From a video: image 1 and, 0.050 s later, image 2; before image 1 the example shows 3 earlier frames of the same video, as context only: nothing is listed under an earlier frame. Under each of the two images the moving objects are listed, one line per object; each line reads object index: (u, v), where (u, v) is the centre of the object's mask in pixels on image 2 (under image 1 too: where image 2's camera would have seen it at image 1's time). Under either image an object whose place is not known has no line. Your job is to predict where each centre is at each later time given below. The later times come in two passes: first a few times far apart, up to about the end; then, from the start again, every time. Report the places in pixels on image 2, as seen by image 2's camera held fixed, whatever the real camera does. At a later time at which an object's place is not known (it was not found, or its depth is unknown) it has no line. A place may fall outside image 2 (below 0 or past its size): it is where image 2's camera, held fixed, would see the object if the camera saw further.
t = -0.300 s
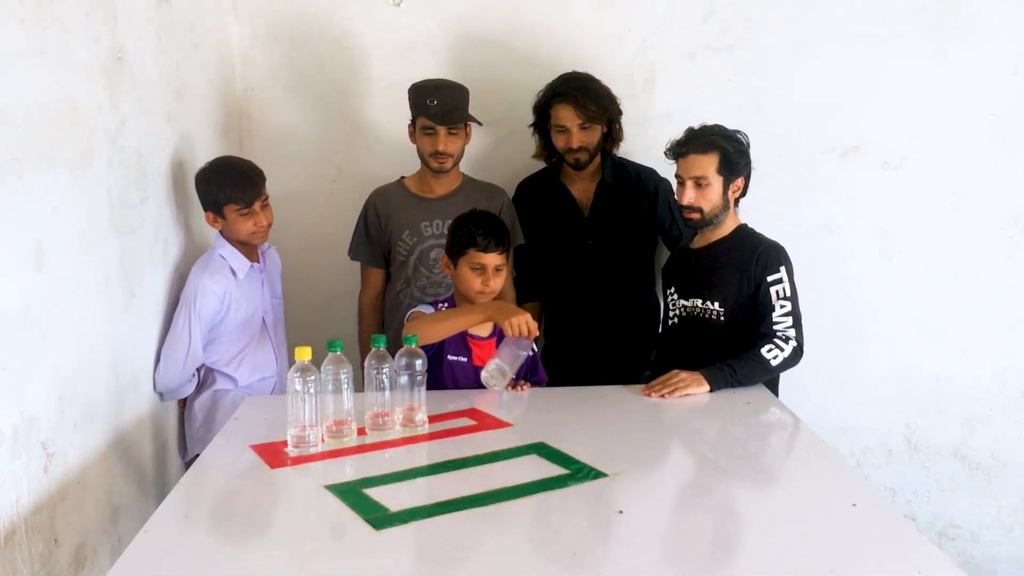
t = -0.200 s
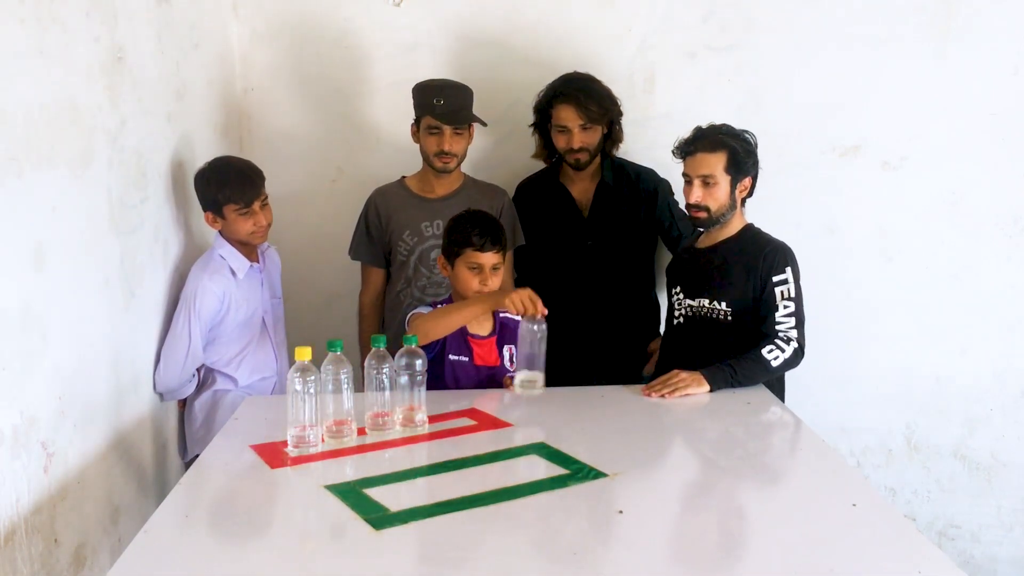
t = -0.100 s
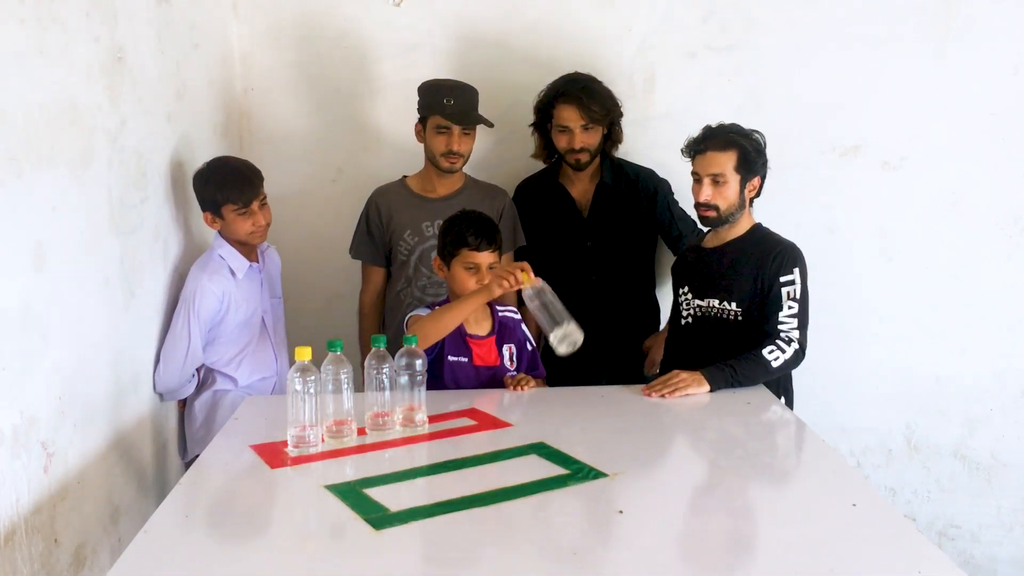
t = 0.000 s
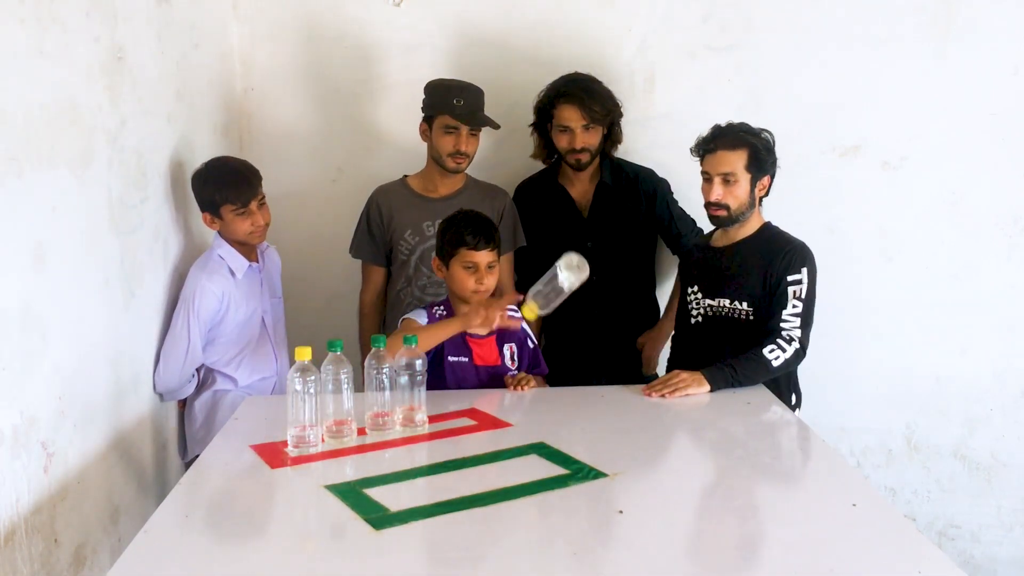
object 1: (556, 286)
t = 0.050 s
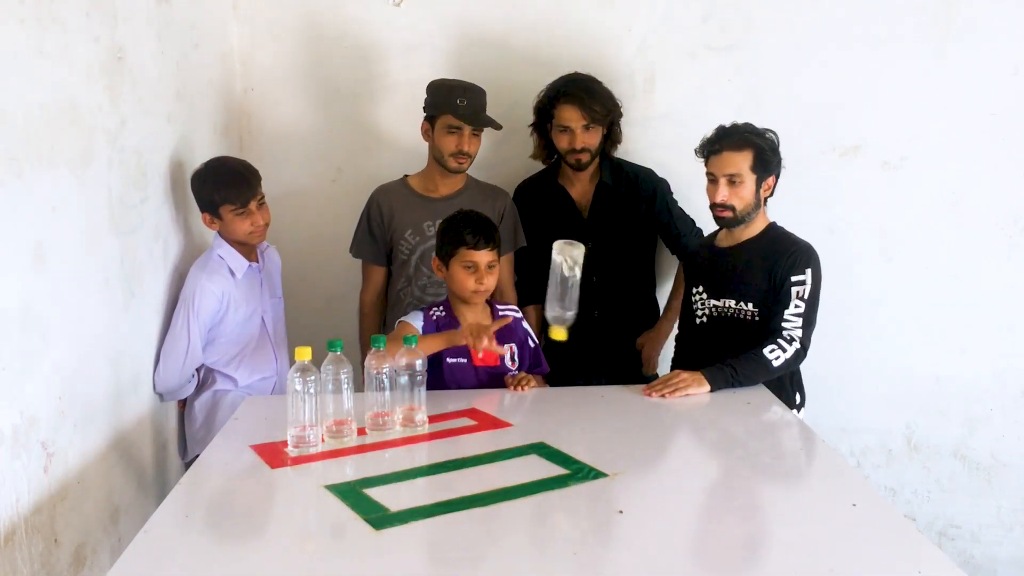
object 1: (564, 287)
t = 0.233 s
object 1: (579, 315)
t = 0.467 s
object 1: (575, 390)
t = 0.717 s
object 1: (573, 393)
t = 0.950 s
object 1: (572, 394)
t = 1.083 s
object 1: (572, 393)
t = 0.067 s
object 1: (568, 288)
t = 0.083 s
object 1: (572, 288)
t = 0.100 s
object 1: (575, 287)
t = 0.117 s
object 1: (578, 287)
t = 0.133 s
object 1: (580, 286)
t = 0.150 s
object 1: (582, 287)
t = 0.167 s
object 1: (582, 289)
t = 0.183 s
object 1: (581, 293)
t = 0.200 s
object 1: (580, 298)
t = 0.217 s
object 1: (579, 306)
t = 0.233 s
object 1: (579, 315)
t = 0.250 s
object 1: (577, 326)
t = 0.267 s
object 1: (576, 339)
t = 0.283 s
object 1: (575, 352)
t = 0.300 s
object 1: (573, 367)
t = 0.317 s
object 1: (571, 385)
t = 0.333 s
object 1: (572, 385)
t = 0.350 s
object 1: (573, 387)
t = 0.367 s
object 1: (574, 389)
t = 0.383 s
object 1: (574, 389)
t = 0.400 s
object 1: (574, 390)
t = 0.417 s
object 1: (574, 390)
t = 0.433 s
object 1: (574, 390)
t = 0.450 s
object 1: (575, 390)
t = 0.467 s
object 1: (575, 390)
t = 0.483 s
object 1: (575, 391)
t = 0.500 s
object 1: (574, 391)
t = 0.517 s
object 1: (574, 391)
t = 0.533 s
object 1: (573, 392)
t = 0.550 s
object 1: (572, 393)
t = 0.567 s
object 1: (571, 393)
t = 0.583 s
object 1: (570, 393)
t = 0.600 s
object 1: (570, 393)
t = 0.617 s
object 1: (570, 393)
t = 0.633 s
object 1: (570, 393)
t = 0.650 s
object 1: (571, 393)
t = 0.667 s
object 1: (572, 393)
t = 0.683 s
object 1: (573, 393)
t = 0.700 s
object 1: (573, 393)
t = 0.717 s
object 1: (573, 393)
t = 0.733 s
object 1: (572, 394)
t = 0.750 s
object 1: (572, 394)
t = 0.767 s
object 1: (571, 394)
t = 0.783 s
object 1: (571, 393)
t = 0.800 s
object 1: (571, 393)
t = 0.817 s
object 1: (572, 393)
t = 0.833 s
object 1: (572, 393)
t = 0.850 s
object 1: (572, 393)
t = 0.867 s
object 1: (572, 393)
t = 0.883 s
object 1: (572, 394)
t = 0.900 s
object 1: (572, 393)
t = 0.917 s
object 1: (571, 393)
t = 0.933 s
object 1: (571, 394)
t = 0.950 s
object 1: (572, 394)
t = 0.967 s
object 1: (572, 393)
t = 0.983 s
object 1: (572, 394)
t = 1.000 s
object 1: (572, 393)
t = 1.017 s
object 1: (572, 394)
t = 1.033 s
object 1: (572, 394)
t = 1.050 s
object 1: (572, 393)
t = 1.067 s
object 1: (572, 393)
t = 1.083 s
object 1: (572, 393)
